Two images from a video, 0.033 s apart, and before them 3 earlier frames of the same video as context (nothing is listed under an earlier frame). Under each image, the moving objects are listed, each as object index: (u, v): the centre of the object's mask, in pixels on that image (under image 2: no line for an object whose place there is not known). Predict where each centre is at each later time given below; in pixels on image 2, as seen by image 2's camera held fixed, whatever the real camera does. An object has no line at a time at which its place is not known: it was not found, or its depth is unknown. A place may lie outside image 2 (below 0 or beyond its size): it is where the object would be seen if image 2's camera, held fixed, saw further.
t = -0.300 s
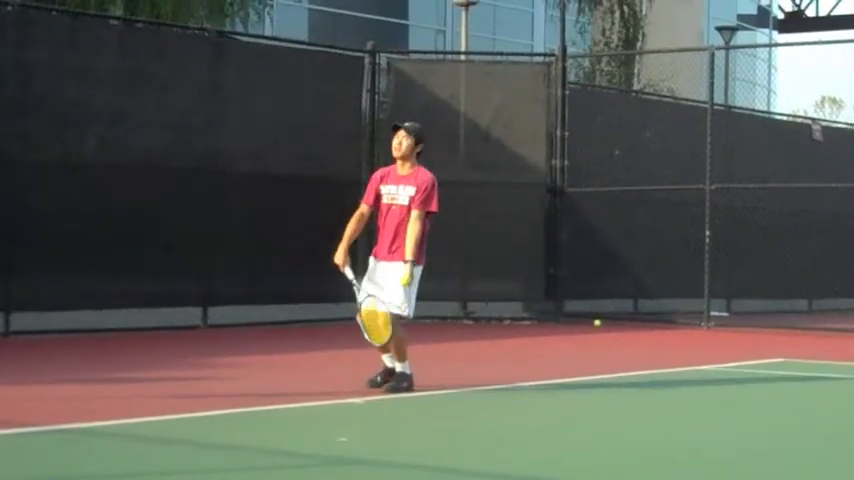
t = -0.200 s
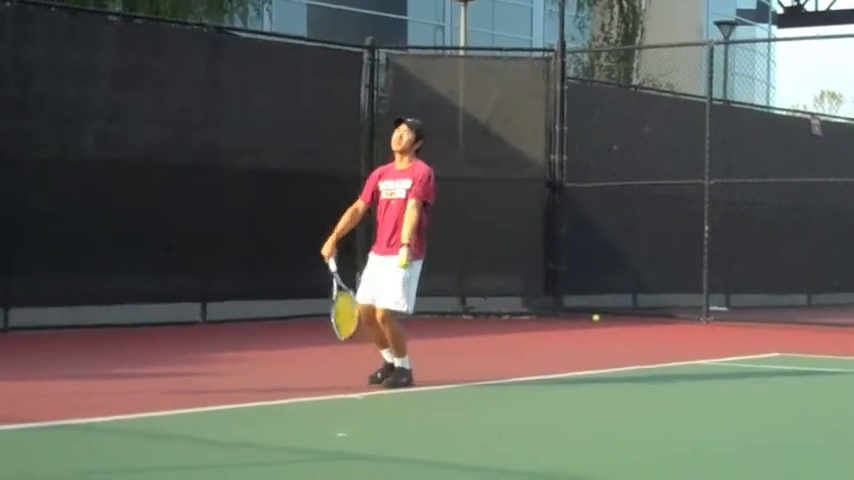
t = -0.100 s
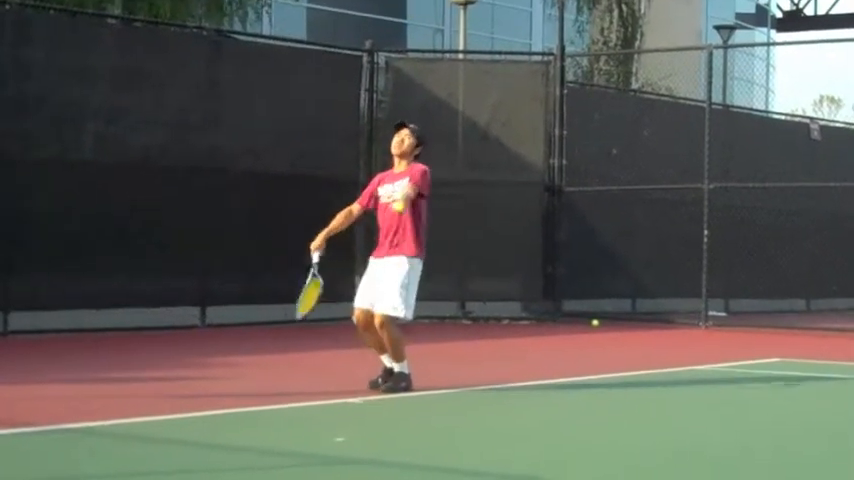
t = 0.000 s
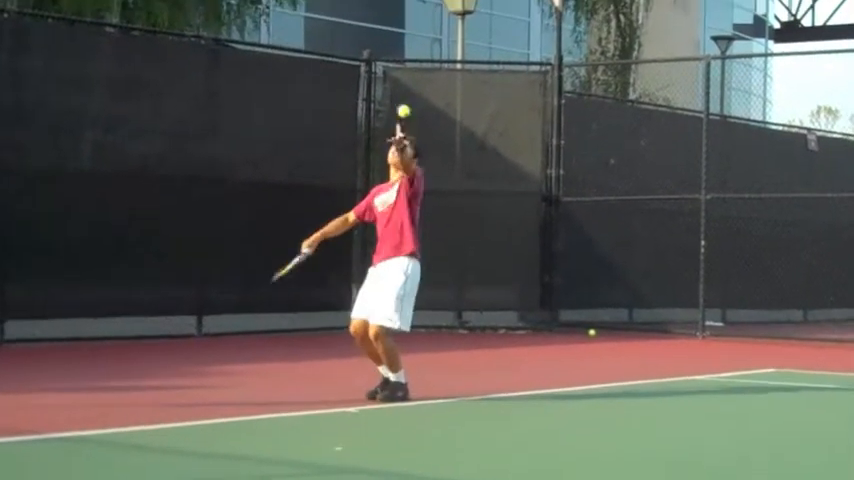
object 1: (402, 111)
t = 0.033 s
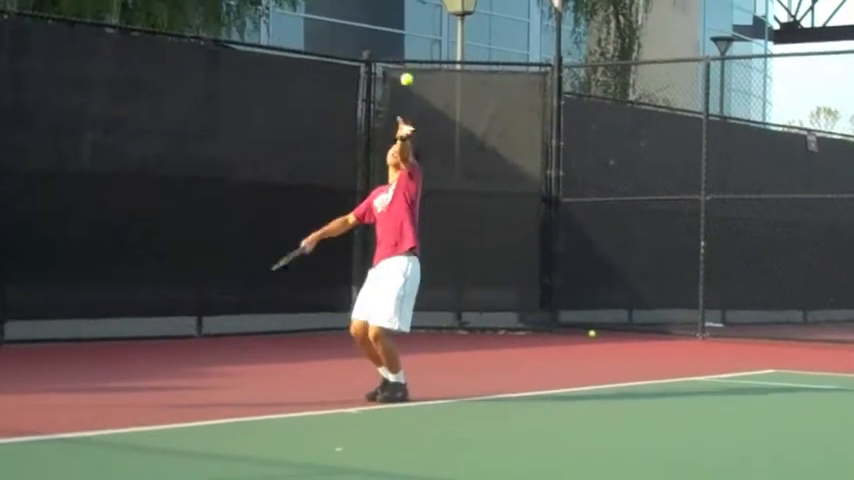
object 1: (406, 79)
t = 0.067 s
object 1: (410, 48)
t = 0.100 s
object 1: (413, 19)
